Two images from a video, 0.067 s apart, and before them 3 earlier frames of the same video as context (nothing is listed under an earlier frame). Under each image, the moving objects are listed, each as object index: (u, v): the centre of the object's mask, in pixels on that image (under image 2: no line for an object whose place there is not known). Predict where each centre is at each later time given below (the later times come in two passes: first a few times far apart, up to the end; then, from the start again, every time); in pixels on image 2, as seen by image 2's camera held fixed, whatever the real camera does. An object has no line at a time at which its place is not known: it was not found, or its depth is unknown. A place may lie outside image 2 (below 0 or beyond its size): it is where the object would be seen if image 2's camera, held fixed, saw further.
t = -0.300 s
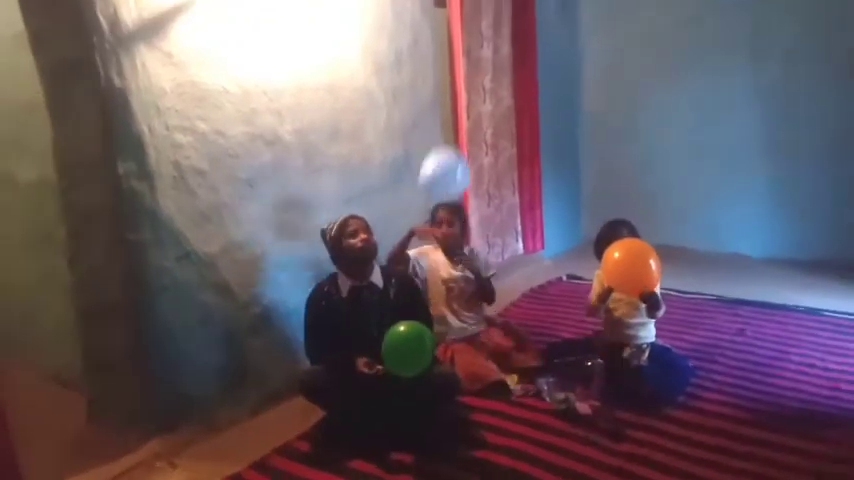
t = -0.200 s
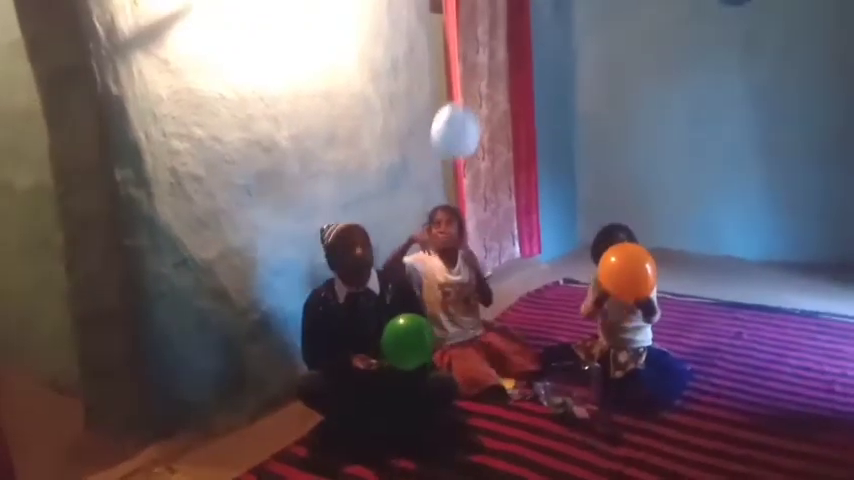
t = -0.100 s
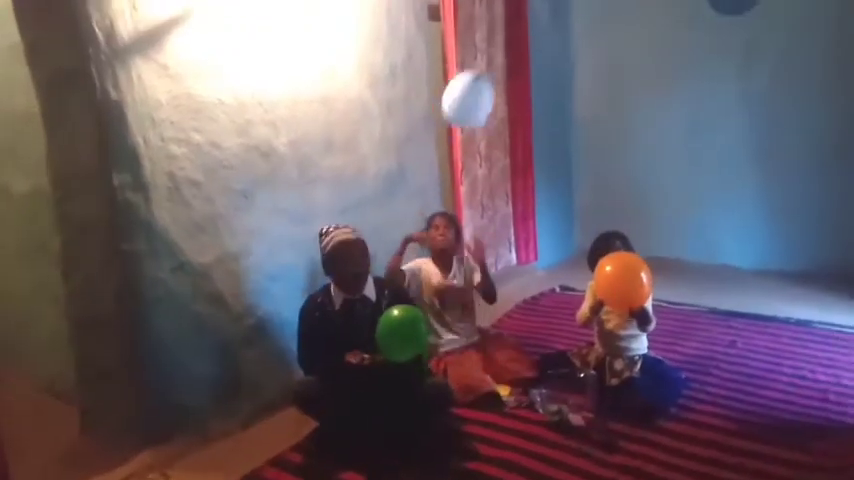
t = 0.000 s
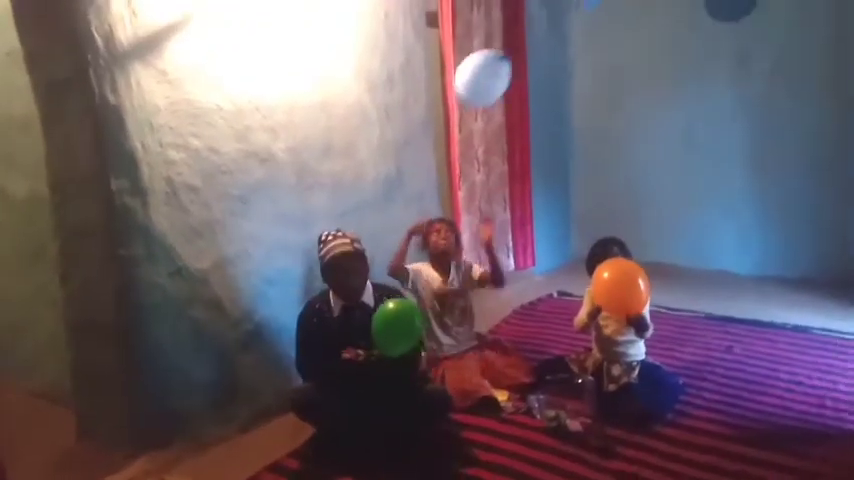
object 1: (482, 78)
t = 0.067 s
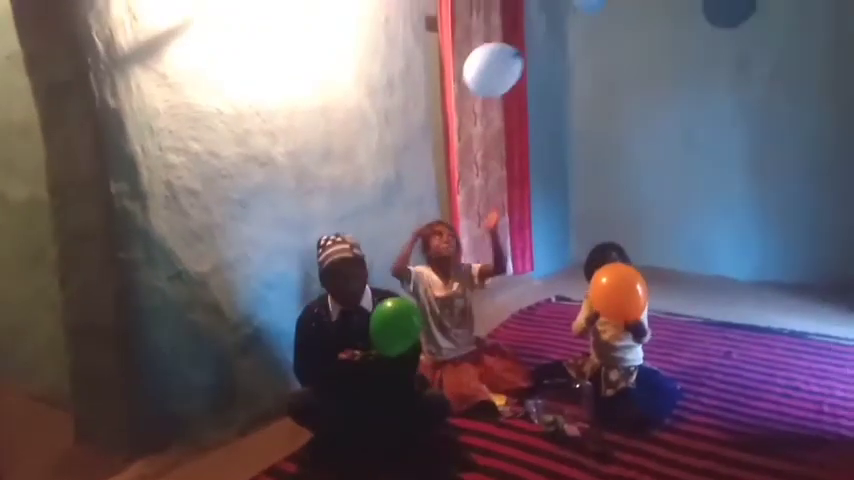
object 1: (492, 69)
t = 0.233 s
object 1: (515, 56)
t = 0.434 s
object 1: (537, 71)
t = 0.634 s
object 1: (551, 116)
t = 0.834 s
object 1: (562, 175)
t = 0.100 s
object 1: (497, 65)
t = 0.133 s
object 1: (502, 61)
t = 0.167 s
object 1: (507, 59)
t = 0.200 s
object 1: (511, 57)
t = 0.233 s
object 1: (515, 56)
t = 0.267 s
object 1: (519, 57)
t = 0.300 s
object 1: (524, 58)
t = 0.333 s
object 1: (528, 60)
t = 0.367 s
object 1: (531, 63)
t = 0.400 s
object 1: (534, 67)
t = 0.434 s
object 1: (537, 71)
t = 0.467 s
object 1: (540, 78)
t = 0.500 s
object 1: (543, 84)
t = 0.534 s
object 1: (545, 91)
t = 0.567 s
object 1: (547, 98)
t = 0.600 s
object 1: (550, 106)
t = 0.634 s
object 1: (551, 116)
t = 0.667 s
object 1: (552, 125)
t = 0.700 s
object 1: (554, 134)
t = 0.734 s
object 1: (556, 143)
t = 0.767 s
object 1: (558, 154)
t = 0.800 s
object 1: (560, 164)
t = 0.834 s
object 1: (562, 175)
